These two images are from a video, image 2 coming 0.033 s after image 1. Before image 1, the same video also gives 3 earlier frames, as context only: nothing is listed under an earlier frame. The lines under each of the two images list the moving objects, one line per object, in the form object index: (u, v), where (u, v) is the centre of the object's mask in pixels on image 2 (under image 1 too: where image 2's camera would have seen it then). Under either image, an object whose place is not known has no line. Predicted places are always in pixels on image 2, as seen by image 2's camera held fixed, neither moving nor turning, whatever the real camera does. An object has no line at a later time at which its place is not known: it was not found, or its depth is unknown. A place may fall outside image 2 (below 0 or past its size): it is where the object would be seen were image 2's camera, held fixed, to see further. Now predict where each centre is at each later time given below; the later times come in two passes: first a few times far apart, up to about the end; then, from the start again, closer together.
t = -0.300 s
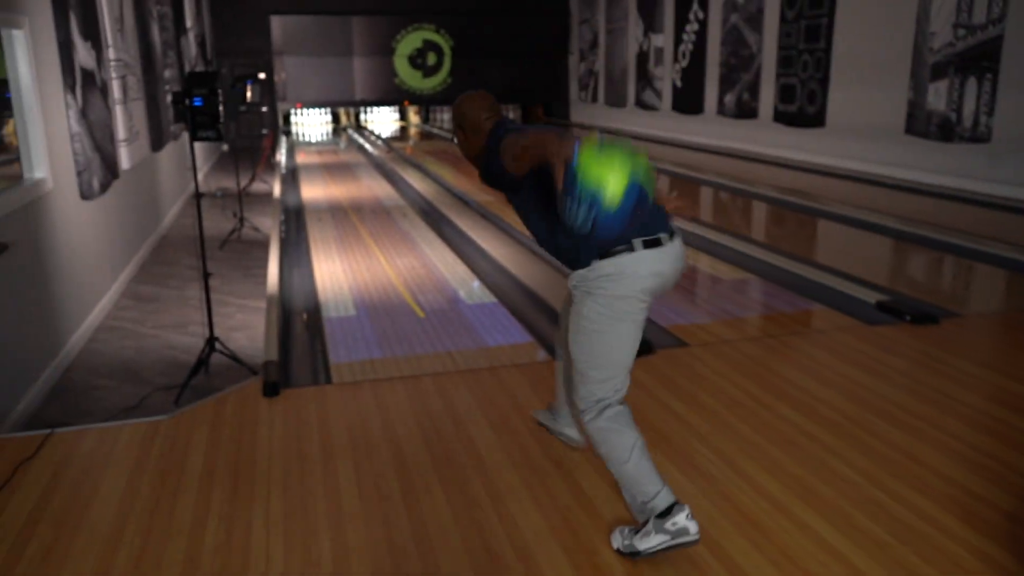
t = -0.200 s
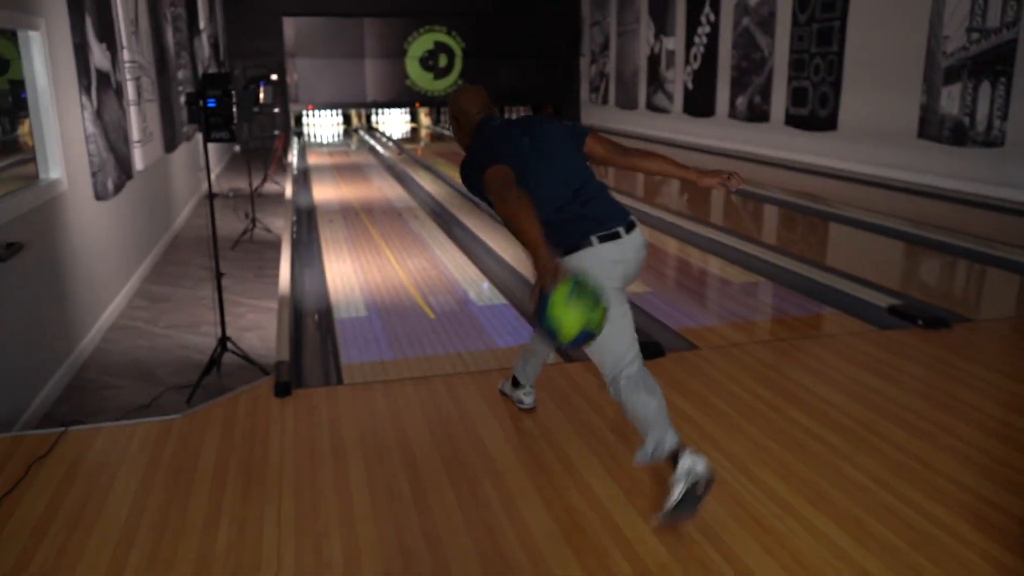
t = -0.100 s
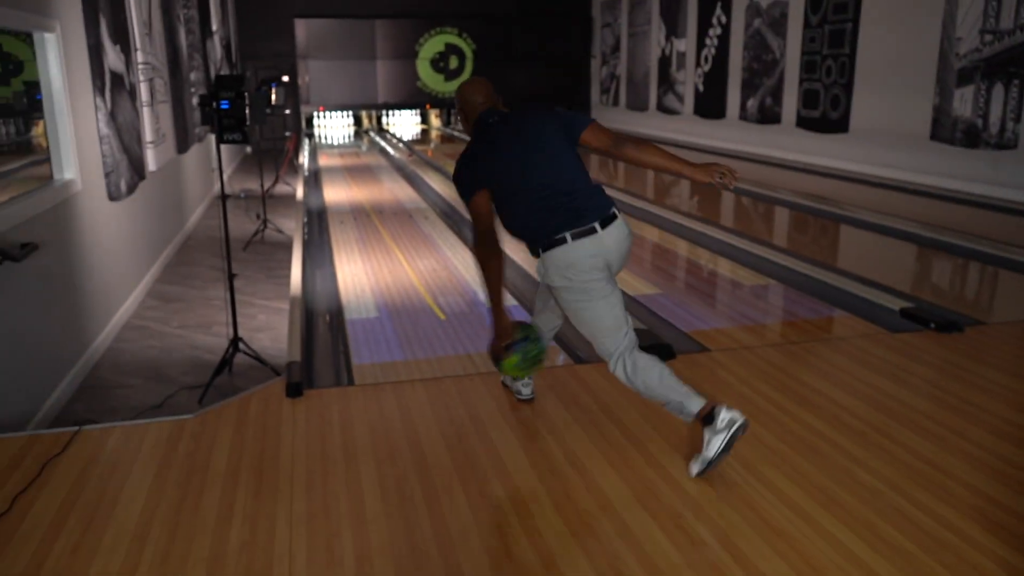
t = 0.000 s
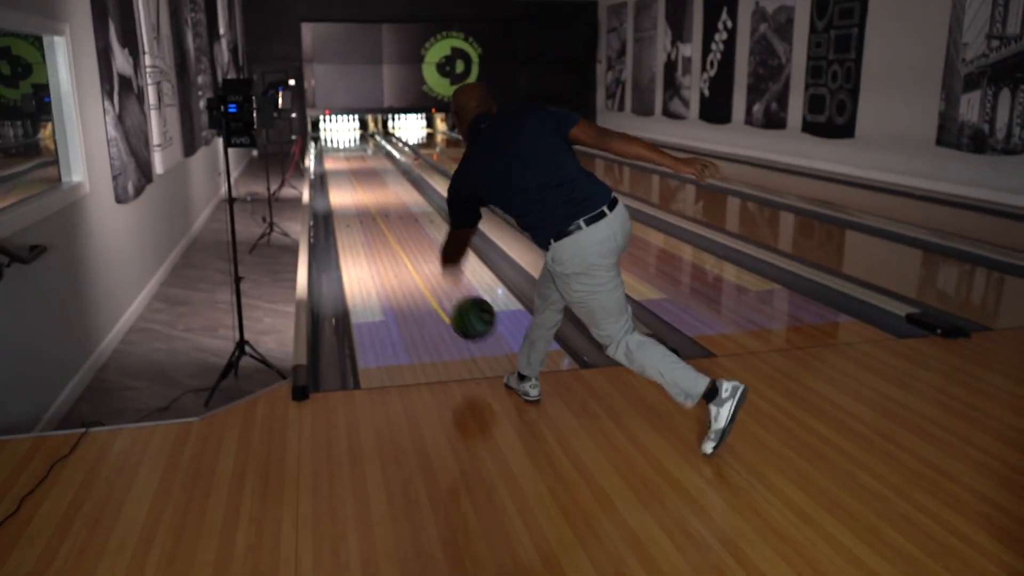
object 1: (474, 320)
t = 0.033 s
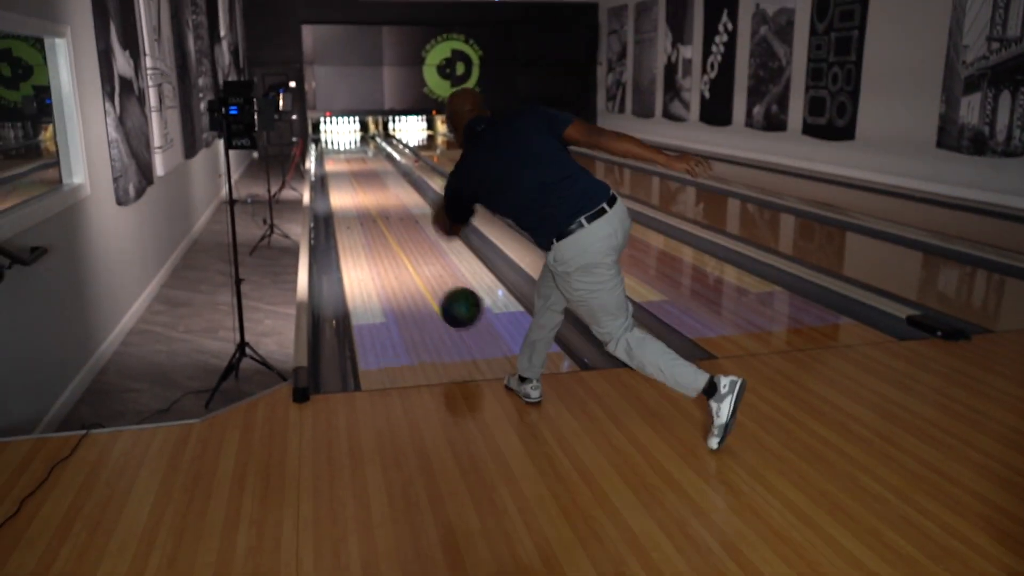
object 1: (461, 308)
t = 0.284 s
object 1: (402, 253)
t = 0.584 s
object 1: (367, 206)
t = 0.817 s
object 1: (352, 184)
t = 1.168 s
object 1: (339, 163)
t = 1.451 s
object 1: (334, 151)
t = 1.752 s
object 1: (331, 142)
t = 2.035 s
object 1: (335, 137)
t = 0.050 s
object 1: (455, 303)
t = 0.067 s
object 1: (450, 298)
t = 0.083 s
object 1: (445, 295)
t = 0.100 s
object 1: (440, 292)
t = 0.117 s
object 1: (436, 290)
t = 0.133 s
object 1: (432, 288)
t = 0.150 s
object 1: (428, 288)
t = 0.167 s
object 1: (424, 284)
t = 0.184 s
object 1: (421, 278)
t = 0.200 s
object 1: (417, 273)
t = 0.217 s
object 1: (414, 269)
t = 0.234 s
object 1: (410, 265)
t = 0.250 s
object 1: (408, 261)
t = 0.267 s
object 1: (405, 257)
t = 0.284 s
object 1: (402, 253)
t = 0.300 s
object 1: (400, 250)
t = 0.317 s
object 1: (397, 246)
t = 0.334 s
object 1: (394, 242)
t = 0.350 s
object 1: (392, 239)
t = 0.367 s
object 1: (390, 236)
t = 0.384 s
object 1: (388, 234)
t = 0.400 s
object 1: (386, 231)
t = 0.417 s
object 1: (384, 228)
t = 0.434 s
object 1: (382, 226)
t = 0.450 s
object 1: (380, 223)
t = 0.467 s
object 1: (378, 220)
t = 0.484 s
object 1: (376, 219)
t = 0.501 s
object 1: (375, 216)
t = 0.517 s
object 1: (373, 214)
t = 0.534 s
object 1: (372, 211)
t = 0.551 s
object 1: (370, 209)
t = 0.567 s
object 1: (368, 208)
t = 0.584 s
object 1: (367, 206)
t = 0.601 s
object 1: (366, 204)
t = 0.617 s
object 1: (364, 202)
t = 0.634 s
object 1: (363, 200)
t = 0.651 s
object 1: (362, 198)
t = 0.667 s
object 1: (361, 197)
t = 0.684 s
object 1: (360, 195)
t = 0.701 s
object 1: (359, 193)
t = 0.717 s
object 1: (358, 192)
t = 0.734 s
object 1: (357, 190)
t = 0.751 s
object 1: (356, 189)
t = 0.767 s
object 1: (355, 188)
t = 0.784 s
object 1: (354, 186)
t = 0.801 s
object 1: (353, 185)
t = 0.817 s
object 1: (352, 184)
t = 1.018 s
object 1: (344, 170)
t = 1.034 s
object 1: (343, 169)
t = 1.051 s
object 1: (342, 168)
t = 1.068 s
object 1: (342, 167)
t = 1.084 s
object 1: (341, 166)
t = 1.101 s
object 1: (341, 165)
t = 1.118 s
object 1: (340, 164)
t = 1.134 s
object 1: (340, 164)
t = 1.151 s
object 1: (339, 163)
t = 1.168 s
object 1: (339, 163)
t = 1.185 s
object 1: (338, 161)
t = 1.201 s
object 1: (338, 160)
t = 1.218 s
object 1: (338, 160)
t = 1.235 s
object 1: (337, 159)
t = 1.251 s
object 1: (337, 158)
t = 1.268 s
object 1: (337, 158)
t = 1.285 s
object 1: (337, 157)
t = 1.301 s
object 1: (337, 157)
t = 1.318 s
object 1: (337, 156)
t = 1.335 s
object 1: (335, 155)
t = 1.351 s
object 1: (334, 154)
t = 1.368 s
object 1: (334, 154)
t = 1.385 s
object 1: (334, 154)
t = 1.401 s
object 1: (334, 153)
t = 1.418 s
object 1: (333, 153)
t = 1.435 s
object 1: (334, 152)
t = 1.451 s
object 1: (334, 151)
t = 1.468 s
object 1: (333, 151)
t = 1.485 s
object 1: (333, 152)
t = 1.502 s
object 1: (333, 151)
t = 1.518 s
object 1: (333, 149)
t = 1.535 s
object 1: (333, 149)
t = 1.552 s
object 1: (333, 149)
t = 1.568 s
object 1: (333, 149)
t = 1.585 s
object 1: (332, 149)
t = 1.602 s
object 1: (333, 147)
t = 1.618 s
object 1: (333, 146)
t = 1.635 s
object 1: (333, 146)
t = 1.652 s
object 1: (334, 147)
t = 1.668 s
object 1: (333, 147)
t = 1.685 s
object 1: (332, 145)
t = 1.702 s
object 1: (332, 144)
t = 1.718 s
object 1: (332, 143)
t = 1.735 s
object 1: (332, 143)
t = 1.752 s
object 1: (331, 142)
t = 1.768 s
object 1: (332, 142)
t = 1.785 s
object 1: (332, 142)
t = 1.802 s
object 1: (332, 142)
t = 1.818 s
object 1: (331, 141)
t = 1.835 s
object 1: (332, 141)
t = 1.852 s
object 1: (332, 141)
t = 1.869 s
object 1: (332, 140)
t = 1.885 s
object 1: (332, 140)
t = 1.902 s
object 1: (332, 140)
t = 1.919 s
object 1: (333, 139)
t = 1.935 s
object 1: (333, 139)
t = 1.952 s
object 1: (333, 138)
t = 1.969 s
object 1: (333, 137)
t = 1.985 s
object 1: (334, 137)
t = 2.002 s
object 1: (335, 137)
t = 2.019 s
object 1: (335, 136)
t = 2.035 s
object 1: (335, 137)
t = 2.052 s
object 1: (336, 137)
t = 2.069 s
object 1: (336, 137)
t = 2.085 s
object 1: (336, 137)
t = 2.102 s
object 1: (336, 137)
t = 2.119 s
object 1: (336, 137)
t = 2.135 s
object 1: (336, 133)
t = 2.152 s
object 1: (336, 133)
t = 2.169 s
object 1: (337, 133)
